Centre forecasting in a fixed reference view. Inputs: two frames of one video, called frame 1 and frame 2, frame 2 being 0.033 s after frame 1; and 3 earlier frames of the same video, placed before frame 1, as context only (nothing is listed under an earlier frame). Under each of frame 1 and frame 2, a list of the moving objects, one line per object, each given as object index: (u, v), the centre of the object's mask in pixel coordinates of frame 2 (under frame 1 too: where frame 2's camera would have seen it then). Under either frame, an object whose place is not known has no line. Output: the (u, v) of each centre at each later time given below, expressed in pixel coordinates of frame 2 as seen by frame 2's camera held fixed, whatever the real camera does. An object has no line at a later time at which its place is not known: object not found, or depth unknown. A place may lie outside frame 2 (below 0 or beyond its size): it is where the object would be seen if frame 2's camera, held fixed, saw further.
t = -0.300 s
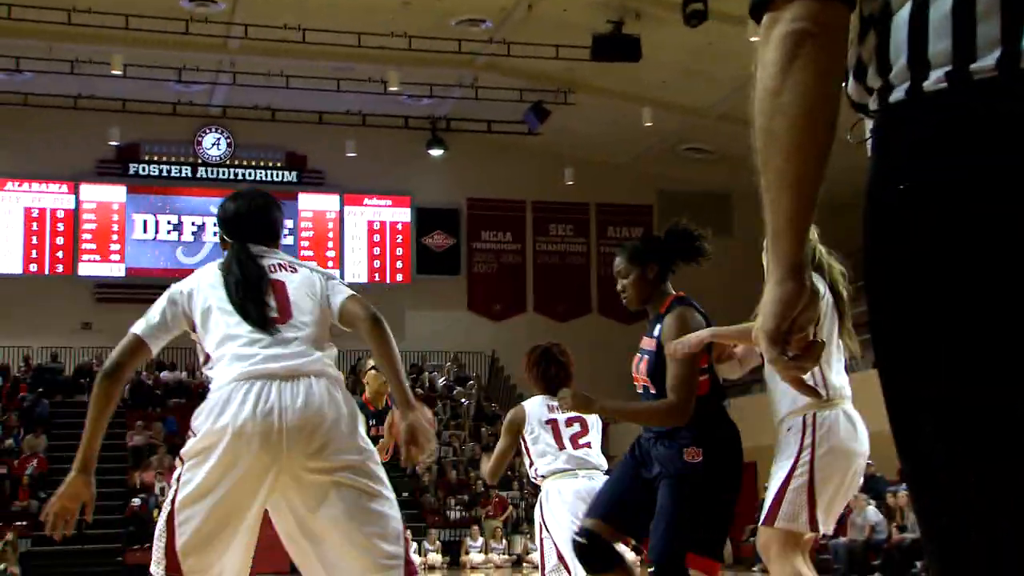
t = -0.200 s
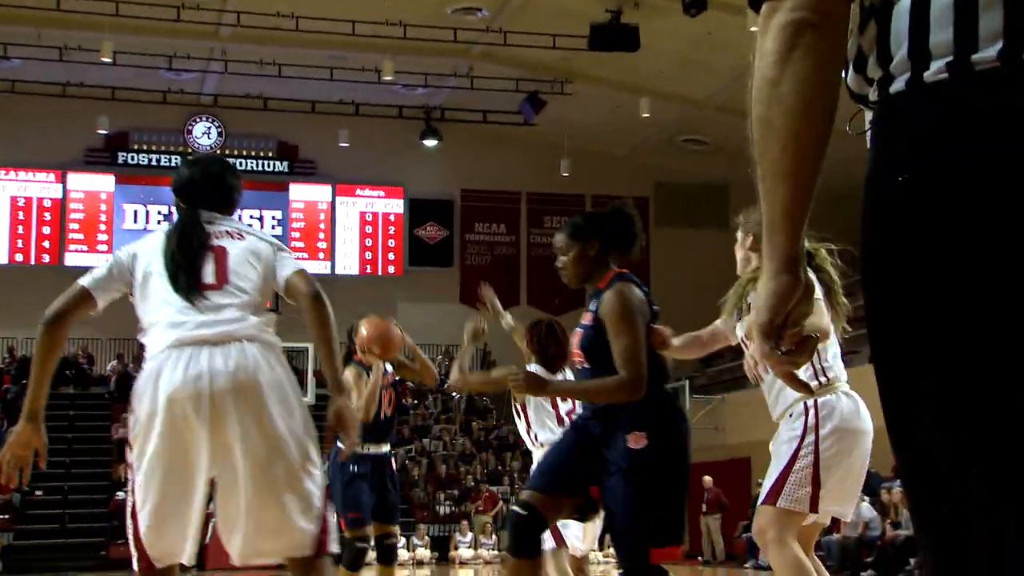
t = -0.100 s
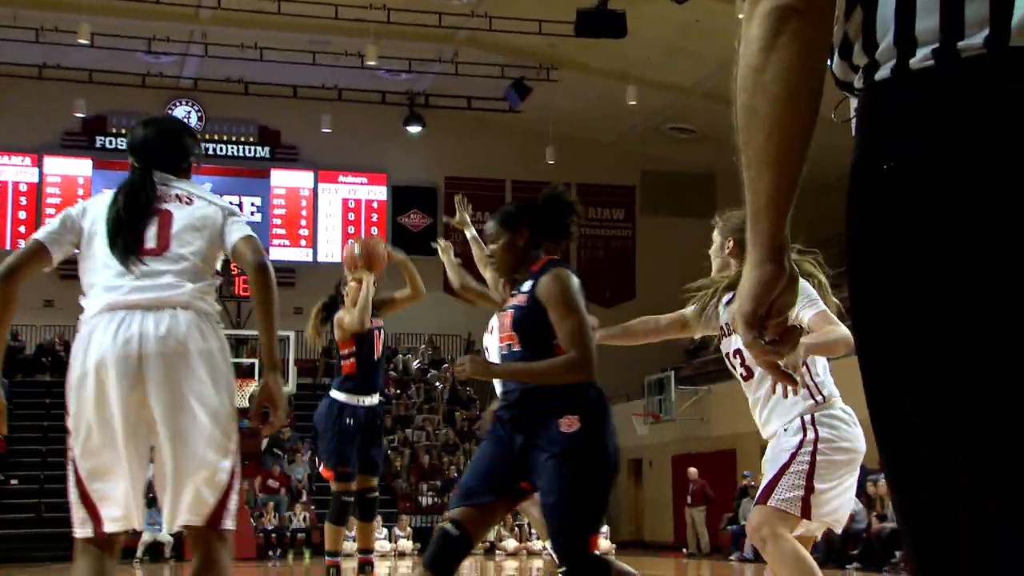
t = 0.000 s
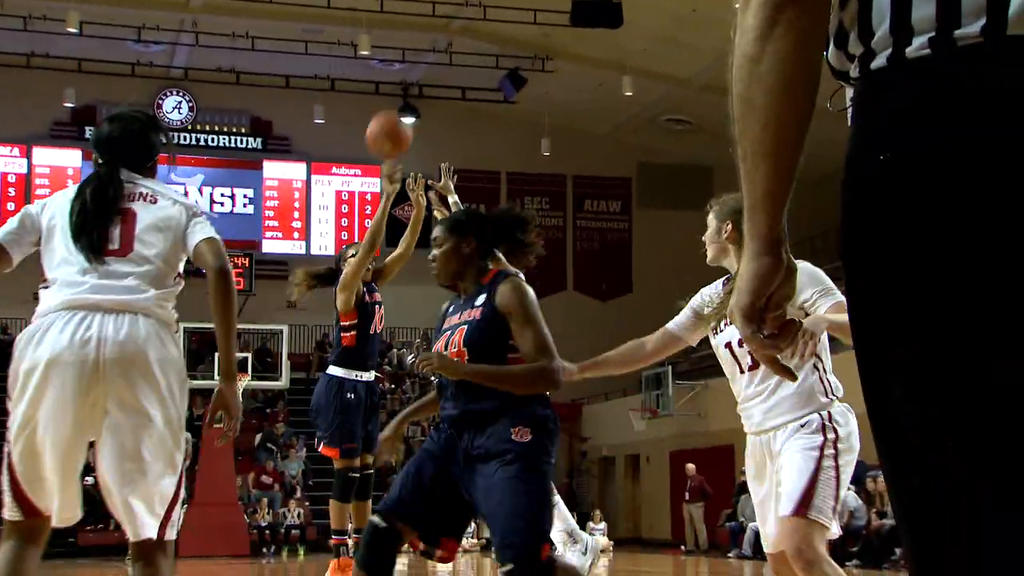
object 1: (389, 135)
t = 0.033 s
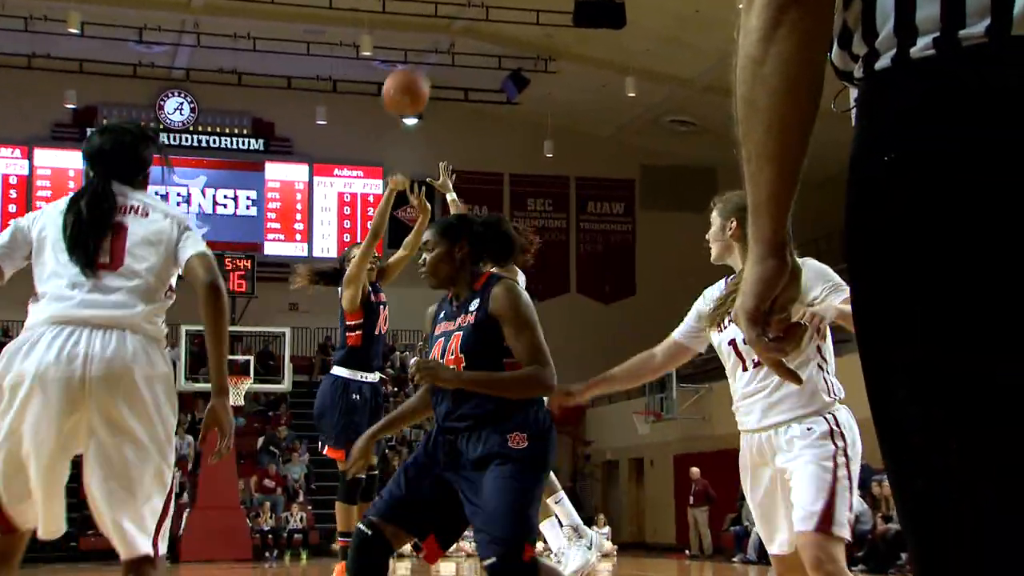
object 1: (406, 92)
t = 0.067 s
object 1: (420, 49)
